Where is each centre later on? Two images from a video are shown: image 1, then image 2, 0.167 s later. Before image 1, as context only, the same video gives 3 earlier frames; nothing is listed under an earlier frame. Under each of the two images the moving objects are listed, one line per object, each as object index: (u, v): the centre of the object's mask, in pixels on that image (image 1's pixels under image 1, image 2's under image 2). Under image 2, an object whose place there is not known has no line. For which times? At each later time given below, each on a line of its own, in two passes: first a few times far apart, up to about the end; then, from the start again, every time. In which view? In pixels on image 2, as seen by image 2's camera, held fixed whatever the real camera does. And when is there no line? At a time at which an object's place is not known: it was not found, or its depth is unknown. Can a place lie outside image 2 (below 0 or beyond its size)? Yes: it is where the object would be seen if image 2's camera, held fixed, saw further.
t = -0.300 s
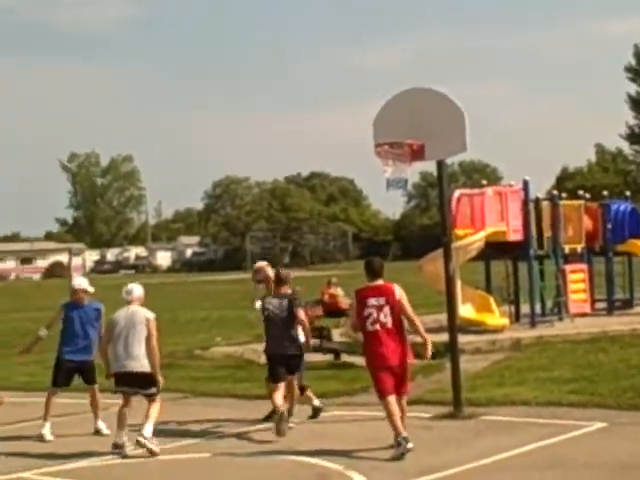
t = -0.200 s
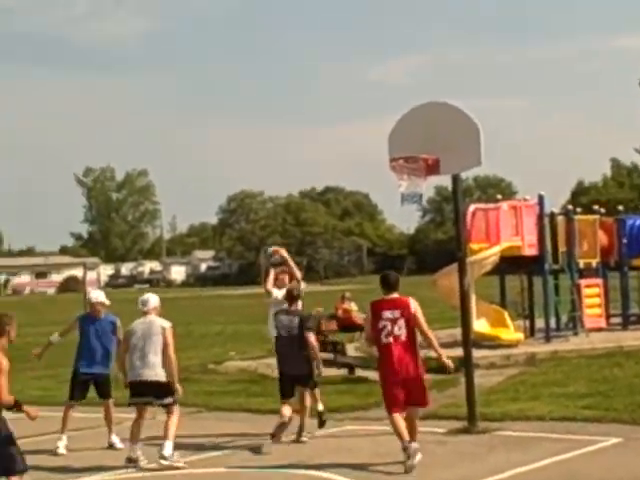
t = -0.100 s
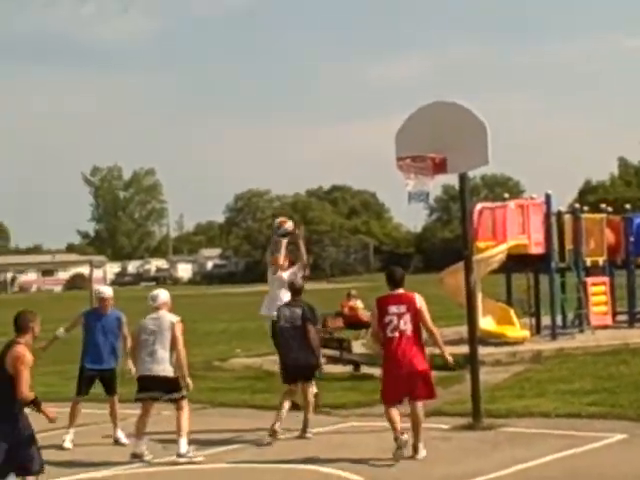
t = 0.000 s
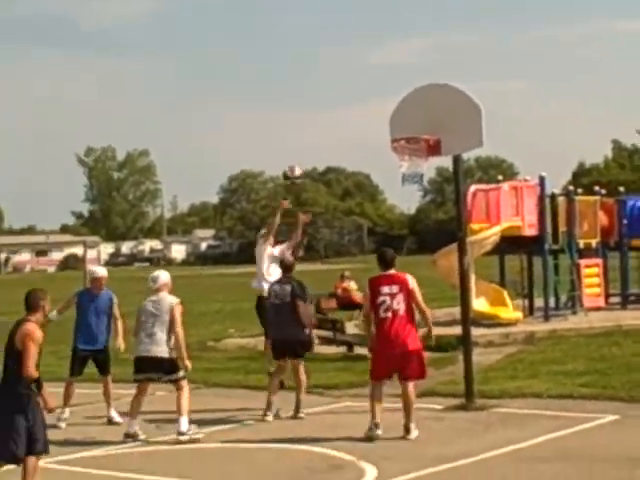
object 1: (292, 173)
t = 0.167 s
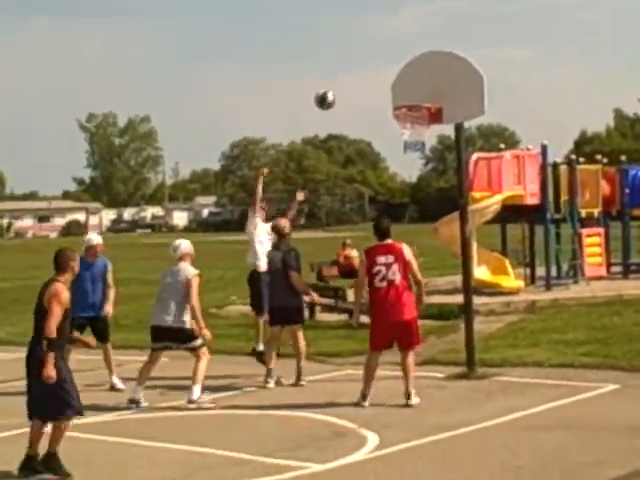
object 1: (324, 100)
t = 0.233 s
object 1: (337, 88)
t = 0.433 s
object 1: (380, 74)
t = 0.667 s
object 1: (424, 104)
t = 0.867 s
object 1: (404, 125)
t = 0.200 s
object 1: (331, 93)
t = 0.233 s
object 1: (337, 88)
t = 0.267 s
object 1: (344, 84)
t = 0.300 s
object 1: (351, 80)
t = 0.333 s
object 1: (359, 77)
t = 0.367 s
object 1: (364, 75)
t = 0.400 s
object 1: (371, 74)
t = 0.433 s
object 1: (380, 74)
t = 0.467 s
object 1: (386, 75)
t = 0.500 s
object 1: (393, 78)
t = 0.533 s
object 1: (400, 82)
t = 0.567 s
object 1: (407, 87)
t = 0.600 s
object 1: (416, 92)
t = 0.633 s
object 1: (422, 97)
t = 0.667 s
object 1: (424, 104)
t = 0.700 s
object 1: (423, 105)
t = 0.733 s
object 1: (420, 114)
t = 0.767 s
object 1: (413, 118)
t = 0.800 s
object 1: (410, 122)
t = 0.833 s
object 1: (406, 122)
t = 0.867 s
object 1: (404, 125)
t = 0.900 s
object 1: (400, 131)
